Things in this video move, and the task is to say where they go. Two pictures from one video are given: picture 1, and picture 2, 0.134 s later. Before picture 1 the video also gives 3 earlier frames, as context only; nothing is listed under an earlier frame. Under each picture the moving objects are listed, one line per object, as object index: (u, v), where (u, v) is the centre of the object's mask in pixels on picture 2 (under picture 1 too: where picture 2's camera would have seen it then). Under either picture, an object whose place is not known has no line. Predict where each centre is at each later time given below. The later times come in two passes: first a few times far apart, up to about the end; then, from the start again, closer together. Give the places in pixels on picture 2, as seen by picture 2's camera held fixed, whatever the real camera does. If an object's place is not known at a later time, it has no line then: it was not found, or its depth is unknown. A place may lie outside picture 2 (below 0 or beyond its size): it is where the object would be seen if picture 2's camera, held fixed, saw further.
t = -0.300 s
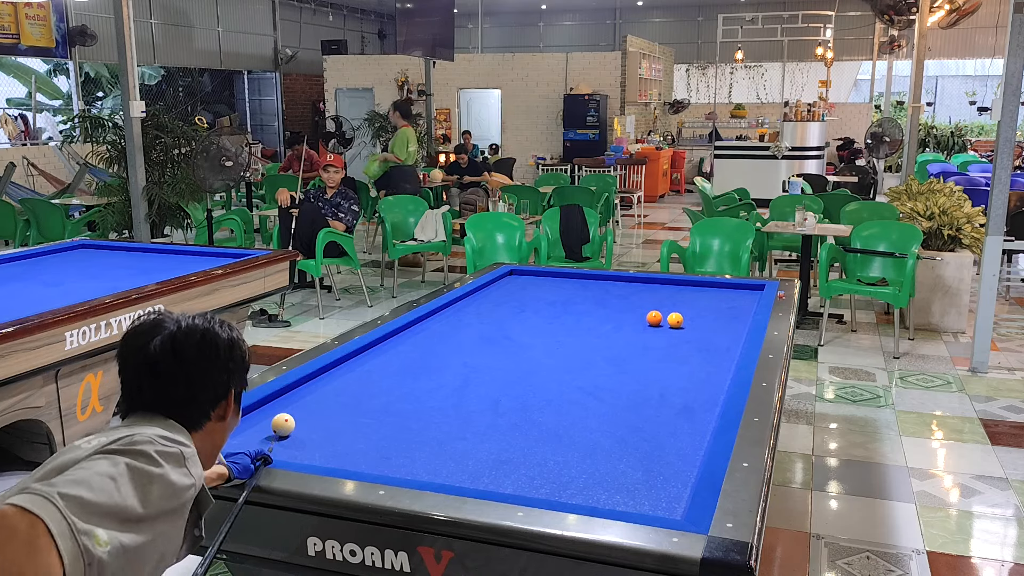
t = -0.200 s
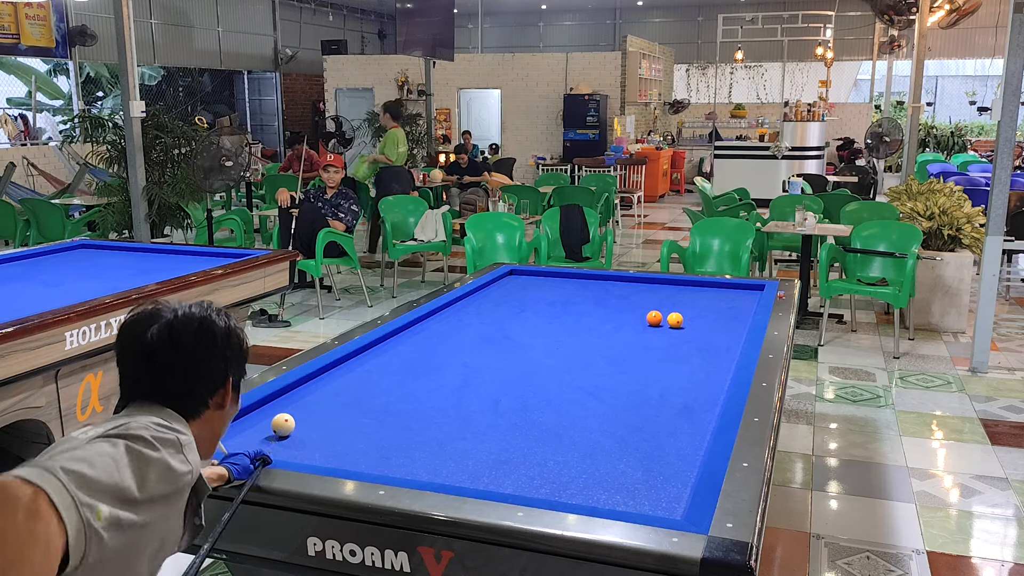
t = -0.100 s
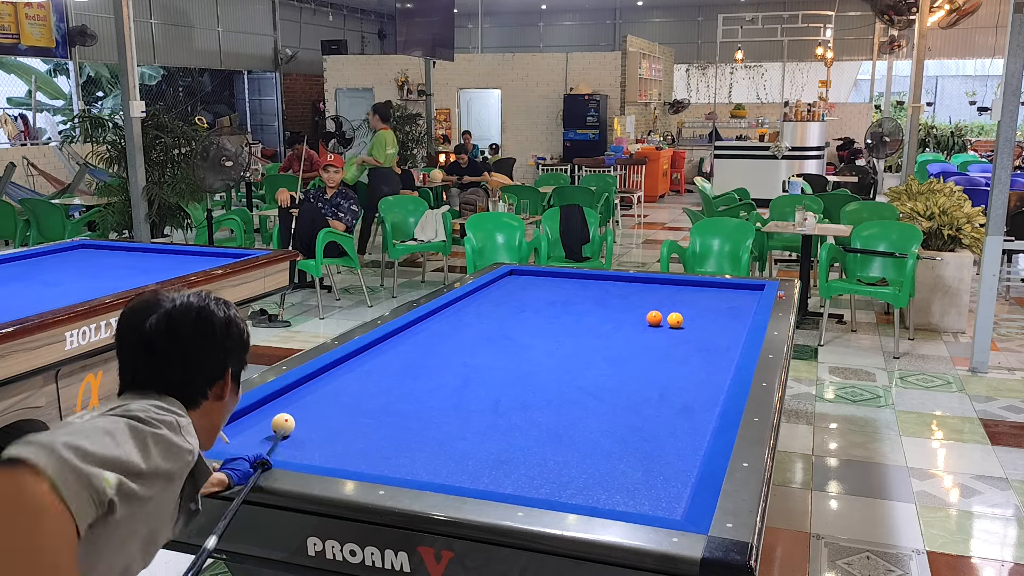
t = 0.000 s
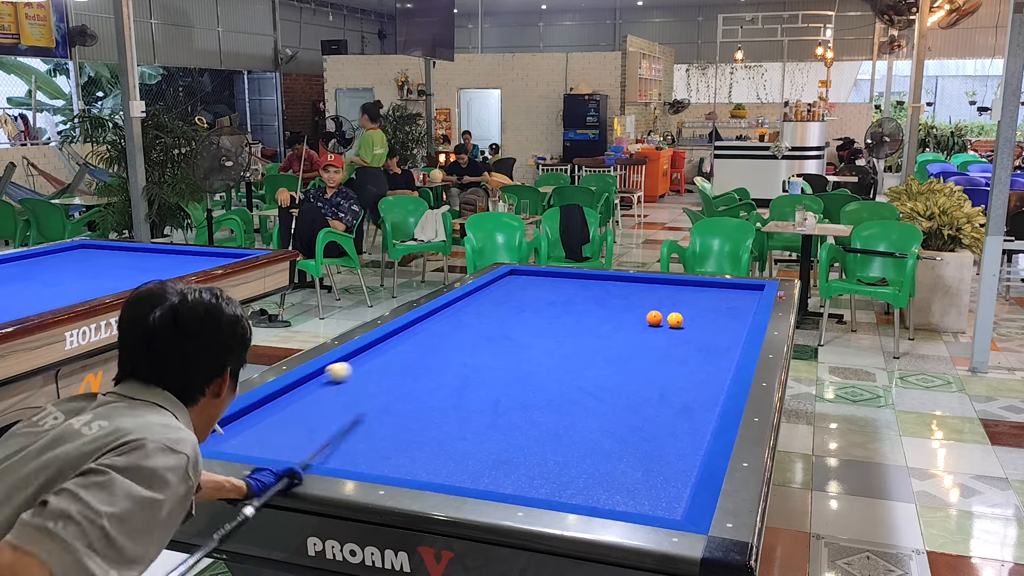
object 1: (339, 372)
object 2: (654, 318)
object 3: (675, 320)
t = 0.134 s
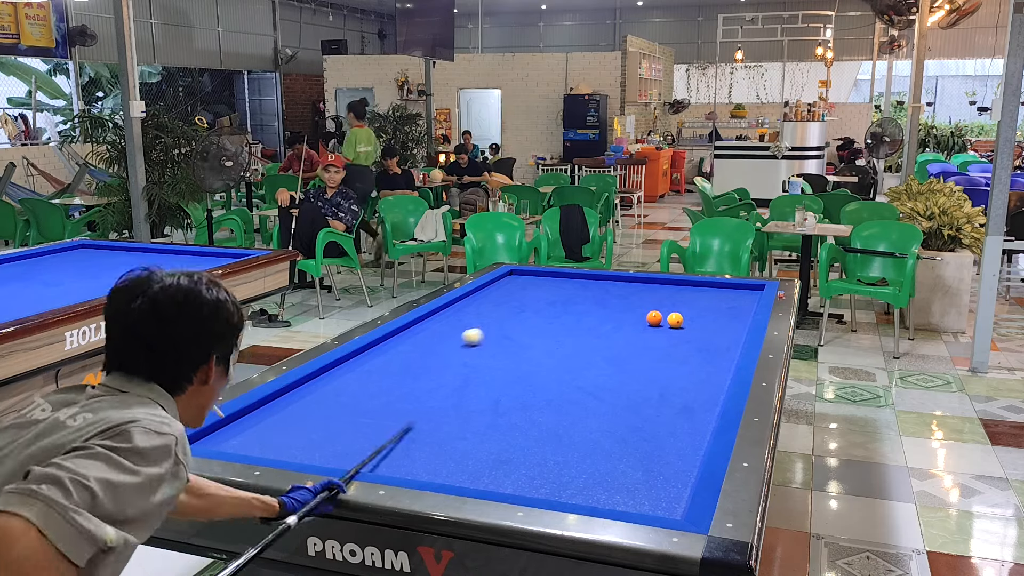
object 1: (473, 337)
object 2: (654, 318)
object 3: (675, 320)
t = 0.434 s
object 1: (659, 289)
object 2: (654, 319)
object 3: (675, 320)
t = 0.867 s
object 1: (666, 314)
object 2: (654, 319)
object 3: (675, 322)
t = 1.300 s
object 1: (583, 300)
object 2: (586, 334)
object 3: (678, 362)
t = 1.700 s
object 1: (521, 290)
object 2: (523, 348)
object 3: (682, 406)
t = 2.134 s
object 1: (517, 281)
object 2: (448, 365)
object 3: (687, 471)
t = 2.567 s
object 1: (562, 275)
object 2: (364, 383)
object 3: (661, 493)
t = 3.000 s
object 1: (599, 280)
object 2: (269, 404)
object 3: (660, 455)
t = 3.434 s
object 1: (637, 287)
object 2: (244, 431)
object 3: (660, 424)
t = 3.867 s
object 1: (677, 294)
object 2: (249, 445)
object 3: (661, 400)
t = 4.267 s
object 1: (716, 301)
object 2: (295, 436)
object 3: (661, 382)
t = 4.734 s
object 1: (744, 308)
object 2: (343, 426)
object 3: (661, 364)
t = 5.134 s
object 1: (719, 312)
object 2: (380, 419)
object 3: (662, 351)
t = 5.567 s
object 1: (692, 315)
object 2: (414, 411)
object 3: (662, 339)
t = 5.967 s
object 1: (668, 318)
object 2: (443, 405)
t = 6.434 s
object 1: (636, 319)
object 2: (471, 400)
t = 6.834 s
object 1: (607, 317)
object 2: (492, 395)
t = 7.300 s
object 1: (577, 315)
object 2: (514, 391)
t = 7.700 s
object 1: (553, 313)
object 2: (529, 388)
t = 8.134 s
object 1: (529, 312)
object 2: (543, 385)
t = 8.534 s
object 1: (510, 311)
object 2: (553, 383)
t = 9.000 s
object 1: (489, 309)
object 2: (563, 381)
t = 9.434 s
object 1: (472, 308)
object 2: (570, 379)
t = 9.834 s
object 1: (459, 307)
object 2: (574, 378)
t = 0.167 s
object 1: (500, 330)
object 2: (654, 319)
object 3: (675, 320)
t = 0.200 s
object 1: (524, 324)
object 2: (654, 319)
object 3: (675, 320)
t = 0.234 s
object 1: (548, 318)
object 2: (654, 319)
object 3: (675, 320)
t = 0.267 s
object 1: (569, 312)
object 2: (654, 319)
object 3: (675, 320)
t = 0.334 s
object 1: (609, 302)
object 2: (654, 319)
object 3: (675, 320)
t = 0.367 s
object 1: (626, 297)
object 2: (654, 318)
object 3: (675, 320)
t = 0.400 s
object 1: (643, 293)
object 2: (654, 319)
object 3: (675, 320)
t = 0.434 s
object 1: (659, 289)
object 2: (654, 319)
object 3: (675, 320)
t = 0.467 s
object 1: (674, 285)
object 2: (654, 319)
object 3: (675, 320)
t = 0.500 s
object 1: (689, 282)
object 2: (654, 319)
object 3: (675, 320)
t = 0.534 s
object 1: (701, 285)
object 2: (654, 318)
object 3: (675, 320)
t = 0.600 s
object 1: (729, 294)
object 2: (654, 319)
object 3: (675, 320)
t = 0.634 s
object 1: (743, 298)
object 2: (654, 318)
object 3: (675, 320)
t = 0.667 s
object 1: (752, 302)
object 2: (654, 319)
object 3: (675, 320)
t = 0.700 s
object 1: (738, 305)
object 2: (654, 319)
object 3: (675, 320)
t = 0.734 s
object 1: (723, 307)
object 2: (654, 319)
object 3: (675, 320)
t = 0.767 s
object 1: (709, 310)
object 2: (654, 319)
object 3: (675, 320)
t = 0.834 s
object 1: (682, 313)
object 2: (654, 319)
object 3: (675, 320)
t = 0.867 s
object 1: (666, 314)
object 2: (654, 319)
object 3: (675, 322)
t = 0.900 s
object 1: (659, 314)
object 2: (648, 320)
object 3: (675, 326)
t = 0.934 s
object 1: (652, 312)
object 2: (642, 321)
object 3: (676, 329)
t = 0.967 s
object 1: (644, 311)
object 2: (636, 323)
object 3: (676, 332)
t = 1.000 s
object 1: (637, 309)
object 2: (630, 324)
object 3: (676, 335)
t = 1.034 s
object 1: (631, 308)
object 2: (625, 325)
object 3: (676, 338)
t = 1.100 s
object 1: (618, 306)
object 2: (615, 327)
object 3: (677, 344)
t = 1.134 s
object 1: (612, 305)
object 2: (611, 328)
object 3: (677, 347)
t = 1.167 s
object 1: (606, 304)
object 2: (606, 329)
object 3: (677, 350)
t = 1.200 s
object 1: (600, 303)
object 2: (601, 330)
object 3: (677, 353)
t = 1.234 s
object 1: (594, 302)
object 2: (596, 332)
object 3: (678, 356)
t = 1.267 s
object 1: (589, 301)
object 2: (591, 333)
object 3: (678, 359)
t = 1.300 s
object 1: (583, 300)
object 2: (586, 334)
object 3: (678, 362)
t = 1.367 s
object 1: (572, 298)
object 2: (576, 336)
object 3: (679, 368)
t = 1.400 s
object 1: (567, 297)
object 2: (571, 337)
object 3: (679, 371)
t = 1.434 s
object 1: (561, 297)
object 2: (565, 338)
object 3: (679, 375)
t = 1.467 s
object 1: (556, 296)
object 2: (560, 339)
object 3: (680, 378)
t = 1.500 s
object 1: (551, 295)
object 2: (555, 341)
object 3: (680, 382)
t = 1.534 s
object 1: (546, 294)
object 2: (550, 342)
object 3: (680, 386)
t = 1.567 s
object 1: (540, 293)
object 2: (545, 343)
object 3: (680, 390)
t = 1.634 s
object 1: (531, 292)
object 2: (534, 346)
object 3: (681, 397)
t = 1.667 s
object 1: (525, 291)
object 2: (528, 347)
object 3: (681, 401)
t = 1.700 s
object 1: (521, 290)
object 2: (523, 348)
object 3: (682, 406)
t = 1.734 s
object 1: (516, 289)
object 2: (518, 349)
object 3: (682, 410)
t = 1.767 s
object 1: (511, 288)
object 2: (512, 350)
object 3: (683, 414)
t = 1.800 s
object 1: (506, 287)
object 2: (506, 352)
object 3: (683, 418)
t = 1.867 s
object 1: (497, 285)
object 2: (495, 354)
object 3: (684, 428)
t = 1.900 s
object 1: (492, 285)
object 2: (489, 355)
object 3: (685, 433)
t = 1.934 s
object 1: (490, 284)
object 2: (483, 357)
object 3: (685, 438)
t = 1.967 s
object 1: (496, 283)
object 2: (478, 358)
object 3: (686, 443)
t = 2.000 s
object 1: (501, 283)
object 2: (472, 359)
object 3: (686, 449)
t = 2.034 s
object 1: (505, 282)
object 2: (466, 360)
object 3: (686, 454)
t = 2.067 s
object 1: (510, 282)
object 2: (460, 362)
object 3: (687, 460)
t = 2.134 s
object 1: (517, 281)
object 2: (448, 365)
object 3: (687, 471)
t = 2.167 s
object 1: (521, 280)
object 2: (442, 366)
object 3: (685, 477)
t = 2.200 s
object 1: (525, 280)
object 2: (435, 367)
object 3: (681, 482)
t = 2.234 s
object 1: (528, 279)
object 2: (429, 369)
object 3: (678, 487)
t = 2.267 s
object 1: (532, 279)
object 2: (423, 370)
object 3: (674, 493)
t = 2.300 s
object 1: (535, 278)
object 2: (417, 371)
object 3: (670, 499)
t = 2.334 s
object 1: (539, 278)
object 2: (410, 373)
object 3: (666, 504)
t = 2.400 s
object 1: (545, 277)
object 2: (397, 376)
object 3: (660, 508)
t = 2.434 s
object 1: (549, 277)
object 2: (390, 377)
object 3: (660, 505)
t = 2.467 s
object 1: (553, 276)
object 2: (384, 379)
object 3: (660, 503)
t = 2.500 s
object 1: (556, 276)
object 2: (377, 380)
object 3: (661, 500)
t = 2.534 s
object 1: (559, 275)
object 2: (370, 382)
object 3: (661, 496)
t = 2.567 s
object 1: (562, 275)
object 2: (364, 383)
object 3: (661, 493)
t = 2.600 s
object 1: (566, 274)
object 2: (357, 385)
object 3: (661, 490)
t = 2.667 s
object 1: (571, 275)
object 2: (343, 388)
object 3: (661, 483)
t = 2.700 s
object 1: (574, 276)
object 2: (336, 389)
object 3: (661, 480)
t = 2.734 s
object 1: (577, 276)
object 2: (328, 391)
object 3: (661, 477)
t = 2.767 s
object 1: (579, 277)
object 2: (321, 392)
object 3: (661, 474)
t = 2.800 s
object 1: (582, 277)
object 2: (314, 394)
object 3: (661, 471)
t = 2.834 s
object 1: (585, 278)
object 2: (307, 396)
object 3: (661, 468)
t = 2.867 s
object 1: (588, 278)
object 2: (299, 397)
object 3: (661, 465)
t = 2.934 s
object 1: (593, 279)
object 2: (284, 400)
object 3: (661, 460)
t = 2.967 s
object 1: (596, 280)
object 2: (276, 402)
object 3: (661, 457)
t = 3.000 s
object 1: (599, 280)
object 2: (269, 404)
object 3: (660, 455)
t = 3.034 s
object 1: (602, 281)
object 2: (261, 405)
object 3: (660, 452)
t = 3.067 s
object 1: (605, 281)
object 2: (260, 408)
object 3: (660, 449)
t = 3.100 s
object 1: (608, 282)
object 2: (259, 410)
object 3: (660, 447)
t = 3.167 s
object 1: (614, 283)
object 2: (256, 413)
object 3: (660, 442)
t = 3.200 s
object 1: (617, 284)
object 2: (255, 415)
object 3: (660, 440)
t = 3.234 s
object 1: (620, 284)
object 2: (253, 418)
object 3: (660, 437)
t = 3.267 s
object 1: (623, 285)
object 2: (252, 420)
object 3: (660, 435)
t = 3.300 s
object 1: (626, 285)
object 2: (250, 422)
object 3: (660, 433)
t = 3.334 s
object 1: (628, 286)
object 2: (249, 424)
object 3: (660, 431)
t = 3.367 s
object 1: (632, 286)
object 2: (247, 426)
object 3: (660, 429)
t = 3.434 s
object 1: (637, 287)
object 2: (244, 431)
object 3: (660, 424)
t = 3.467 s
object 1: (640, 288)
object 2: (242, 433)
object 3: (660, 422)
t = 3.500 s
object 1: (644, 288)
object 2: (240, 435)
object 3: (660, 420)
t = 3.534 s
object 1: (647, 289)
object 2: (239, 437)
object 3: (661, 418)
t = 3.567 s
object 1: (650, 290)
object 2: (237, 439)
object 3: (660, 416)
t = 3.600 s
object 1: (653, 290)
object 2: (235, 441)
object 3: (660, 415)
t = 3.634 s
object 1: (656, 291)
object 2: (234, 443)
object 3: (660, 412)
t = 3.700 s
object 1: (662, 292)
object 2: (231, 445)
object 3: (661, 409)
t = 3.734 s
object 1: (665, 292)
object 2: (232, 445)
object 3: (661, 407)
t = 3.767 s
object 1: (668, 293)
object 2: (237, 445)
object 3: (661, 405)
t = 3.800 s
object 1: (671, 293)
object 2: (241, 445)
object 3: (661, 404)
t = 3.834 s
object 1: (674, 294)
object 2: (245, 445)
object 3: (661, 402)
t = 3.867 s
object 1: (677, 294)
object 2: (249, 445)
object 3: (661, 400)
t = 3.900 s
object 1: (681, 295)
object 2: (253, 444)
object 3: (661, 398)
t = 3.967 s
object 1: (687, 296)
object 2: (261, 444)
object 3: (661, 395)
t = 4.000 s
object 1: (690, 297)
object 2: (265, 443)
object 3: (661, 394)
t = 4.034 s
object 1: (693, 297)
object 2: (269, 442)
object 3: (661, 392)
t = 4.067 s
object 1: (697, 298)
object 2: (273, 442)
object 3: (661, 391)
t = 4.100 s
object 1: (700, 298)
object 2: (277, 440)
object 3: (661, 389)
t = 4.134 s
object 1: (703, 299)
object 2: (281, 439)
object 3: (661, 388)
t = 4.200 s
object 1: (710, 300)
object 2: (288, 438)
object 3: (661, 384)
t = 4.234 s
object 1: (713, 301)
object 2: (292, 437)
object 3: (661, 383)
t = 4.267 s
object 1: (716, 301)
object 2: (295, 436)
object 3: (661, 382)
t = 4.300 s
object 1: (719, 302)
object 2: (299, 435)
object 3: (661, 380)
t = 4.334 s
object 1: (723, 303)
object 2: (303, 435)
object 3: (661, 379)
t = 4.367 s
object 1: (726, 303)
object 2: (306, 434)
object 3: (661, 377)
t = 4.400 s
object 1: (729, 304)
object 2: (310, 433)
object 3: (661, 376)
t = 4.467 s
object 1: (736, 305)
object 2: (317, 432)
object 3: (661, 374)
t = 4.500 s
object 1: (739, 305)
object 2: (320, 431)
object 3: (661, 372)
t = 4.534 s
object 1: (743, 306)
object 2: (323, 431)
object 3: (661, 371)
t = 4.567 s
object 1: (746, 306)
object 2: (327, 429)
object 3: (661, 370)
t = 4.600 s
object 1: (749, 307)
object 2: (330, 429)
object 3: (661, 368)
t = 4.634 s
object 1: (750, 307)
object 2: (334, 428)
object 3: (661, 367)
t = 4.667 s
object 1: (748, 308)
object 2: (337, 428)
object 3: (661, 366)
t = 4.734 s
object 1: (744, 308)
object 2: (343, 426)
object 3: (661, 364)
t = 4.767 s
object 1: (742, 308)
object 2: (346, 425)
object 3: (661, 363)
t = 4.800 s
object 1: (740, 309)
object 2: (350, 425)
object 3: (661, 361)
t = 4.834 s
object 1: (737, 309)
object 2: (353, 424)
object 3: (661, 360)
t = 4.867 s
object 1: (736, 309)
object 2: (356, 424)
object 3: (661, 359)
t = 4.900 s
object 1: (733, 310)
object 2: (359, 423)
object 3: (661, 358)
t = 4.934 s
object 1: (731, 310)
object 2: (362, 423)
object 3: (661, 357)
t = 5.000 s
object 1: (727, 311)
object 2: (368, 421)
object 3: (662, 355)
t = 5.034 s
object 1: (725, 311)
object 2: (371, 420)
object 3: (661, 354)
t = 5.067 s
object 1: (723, 311)
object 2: (374, 420)
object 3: (662, 352)
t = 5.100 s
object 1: (721, 312)
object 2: (377, 419)
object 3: (662, 352)
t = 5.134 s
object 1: (719, 312)
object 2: (380, 419)
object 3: (662, 351)
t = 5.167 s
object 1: (717, 312)
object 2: (382, 418)
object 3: (662, 350)
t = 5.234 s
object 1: (712, 313)
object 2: (388, 417)
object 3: (662, 348)
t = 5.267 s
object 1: (710, 313)
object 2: (391, 417)
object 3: (661, 347)
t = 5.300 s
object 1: (708, 313)
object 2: (394, 416)
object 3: (662, 346)
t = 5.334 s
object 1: (706, 313)
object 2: (396, 415)
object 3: (662, 345)
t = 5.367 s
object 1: (704, 314)
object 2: (399, 415)
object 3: (662, 344)
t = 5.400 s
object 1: (702, 314)
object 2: (402, 414)
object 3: (662, 343)
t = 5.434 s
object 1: (700, 314)
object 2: (404, 413)
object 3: (662, 342)
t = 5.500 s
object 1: (696, 315)
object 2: (409, 412)
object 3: (662, 340)
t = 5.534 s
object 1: (694, 315)
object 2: (412, 412)
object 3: (662, 339)
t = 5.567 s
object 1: (692, 315)
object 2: (414, 411)
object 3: (662, 339)
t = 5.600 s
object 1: (690, 316)
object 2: (417, 411)
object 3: (662, 338)
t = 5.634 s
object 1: (688, 316)
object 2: (419, 410)
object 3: (662, 337)
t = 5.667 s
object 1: (686, 316)
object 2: (422, 410)
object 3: (662, 336)
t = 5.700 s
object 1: (684, 317)
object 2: (424, 409)
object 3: (662, 335)
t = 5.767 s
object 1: (680, 317)
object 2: (429, 408)
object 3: (662, 333)
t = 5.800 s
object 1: (678, 317)
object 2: (431, 408)
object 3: (662, 333)
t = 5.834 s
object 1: (676, 318)
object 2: (434, 407)
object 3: (662, 332)
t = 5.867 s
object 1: (674, 318)
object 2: (436, 407)
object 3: (662, 331)
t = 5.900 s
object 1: (672, 318)
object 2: (438, 406)
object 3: (662, 330)
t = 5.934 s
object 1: (670, 318)
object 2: (440, 406)
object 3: (662, 329)
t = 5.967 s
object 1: (668, 318)
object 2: (443, 405)
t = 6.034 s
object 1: (664, 317)
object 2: (447, 404)
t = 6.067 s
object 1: (661, 316)
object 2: (449, 404)
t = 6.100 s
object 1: (659, 316)
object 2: (451, 403)
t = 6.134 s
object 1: (656, 317)
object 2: (453, 403)
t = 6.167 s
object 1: (653, 318)
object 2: (455, 403)
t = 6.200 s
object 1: (651, 319)
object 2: (458, 402)
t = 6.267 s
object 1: (648, 319)
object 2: (462, 401)
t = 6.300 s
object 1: (646, 319)
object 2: (463, 401)
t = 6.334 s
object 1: (643, 319)
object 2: (465, 401)
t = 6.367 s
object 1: (640, 319)
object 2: (467, 400)
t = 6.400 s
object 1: (638, 319)
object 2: (469, 400)
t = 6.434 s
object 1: (636, 319)
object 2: (471, 400)
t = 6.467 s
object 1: (633, 319)
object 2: (473, 399)
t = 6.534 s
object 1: (628, 318)
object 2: (477, 398)
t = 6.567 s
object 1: (626, 318)
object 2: (479, 398)
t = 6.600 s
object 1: (624, 318)
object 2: (481, 398)
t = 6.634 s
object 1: (621, 318)
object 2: (482, 397)
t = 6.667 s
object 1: (619, 318)
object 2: (484, 397)
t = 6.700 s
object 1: (616, 318)
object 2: (486, 397)
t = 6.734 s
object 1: (614, 317)
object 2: (487, 396)
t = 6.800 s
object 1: (609, 317)
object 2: (491, 396)
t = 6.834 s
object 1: (607, 317)
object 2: (492, 395)
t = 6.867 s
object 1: (605, 317)
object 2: (494, 395)
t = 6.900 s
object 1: (602, 317)
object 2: (496, 395)
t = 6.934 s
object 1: (600, 316)
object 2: (497, 394)
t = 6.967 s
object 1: (598, 316)
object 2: (499, 394)
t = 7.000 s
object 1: (596, 316)
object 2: (501, 394)
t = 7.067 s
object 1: (591, 316)
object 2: (504, 393)
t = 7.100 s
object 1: (589, 316)
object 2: (505, 393)
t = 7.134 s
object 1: (587, 316)
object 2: (507, 392)
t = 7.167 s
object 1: (585, 316)
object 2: (508, 392)
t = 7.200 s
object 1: (583, 316)
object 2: (510, 392)
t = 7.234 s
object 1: (580, 315)
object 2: (511, 391)
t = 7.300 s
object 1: (577, 315)
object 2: (514, 391)
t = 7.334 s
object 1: (574, 315)
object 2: (515, 391)
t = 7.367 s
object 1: (572, 315)
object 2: (517, 390)
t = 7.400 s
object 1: (571, 314)
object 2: (518, 390)
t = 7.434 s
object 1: (568, 314)
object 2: (519, 390)
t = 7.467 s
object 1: (566, 314)
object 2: (520, 390)
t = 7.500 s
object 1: (564, 314)
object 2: (522, 389)
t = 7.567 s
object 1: (560, 314)
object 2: (524, 389)
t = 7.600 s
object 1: (558, 314)
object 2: (525, 389)
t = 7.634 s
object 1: (556, 314)
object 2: (526, 389)
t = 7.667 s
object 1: (555, 313)
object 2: (528, 388)
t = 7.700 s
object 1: (553, 313)
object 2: (529, 388)
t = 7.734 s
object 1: (551, 314)
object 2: (530, 388)
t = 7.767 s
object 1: (549, 313)
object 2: (531, 388)
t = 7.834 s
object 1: (545, 313)
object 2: (533, 387)
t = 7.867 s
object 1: (543, 313)
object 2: (534, 387)
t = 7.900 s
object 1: (542, 313)
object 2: (536, 387)
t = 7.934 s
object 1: (540, 313)
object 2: (537, 387)
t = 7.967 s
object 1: (538, 312)
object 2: (538, 387)
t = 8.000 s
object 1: (536, 313)
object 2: (539, 386)
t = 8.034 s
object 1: (534, 313)
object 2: (540, 386)
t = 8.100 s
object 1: (531, 312)
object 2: (542, 385)
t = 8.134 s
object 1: (529, 312)
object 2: (543, 385)
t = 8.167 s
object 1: (528, 312)
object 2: (544, 385)
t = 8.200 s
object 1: (526, 312)
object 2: (545, 385)
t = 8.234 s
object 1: (524, 312)
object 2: (546, 385)
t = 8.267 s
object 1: (523, 311)
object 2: (547, 385)
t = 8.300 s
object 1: (521, 312)
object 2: (548, 384)
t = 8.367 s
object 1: (518, 311)
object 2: (549, 384)
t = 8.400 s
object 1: (516, 311)
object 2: (550, 384)
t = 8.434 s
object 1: (515, 311)
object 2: (551, 384)
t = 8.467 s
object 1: (513, 311)
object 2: (552, 384)
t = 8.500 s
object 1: (512, 311)
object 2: (553, 383)
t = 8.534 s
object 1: (510, 311)
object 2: (553, 383)
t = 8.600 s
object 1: (507, 310)
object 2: (555, 383)
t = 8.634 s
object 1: (506, 310)
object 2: (556, 383)
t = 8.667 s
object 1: (504, 310)
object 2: (556, 382)
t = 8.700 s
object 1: (502, 310)
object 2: (557, 382)
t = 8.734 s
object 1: (501, 310)
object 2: (558, 382)
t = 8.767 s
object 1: (500, 310)
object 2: (559, 382)
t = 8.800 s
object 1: (498, 310)
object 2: (559, 382)
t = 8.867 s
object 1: (495, 310)
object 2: (561, 381)
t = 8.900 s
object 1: (494, 310)
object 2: (561, 381)
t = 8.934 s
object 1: (492, 309)
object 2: (562, 381)
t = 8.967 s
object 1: (491, 309)
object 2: (563, 381)
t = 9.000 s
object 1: (489, 309)
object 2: (563, 381)
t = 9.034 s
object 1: (488, 309)
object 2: (564, 381)
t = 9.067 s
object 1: (487, 309)
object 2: (564, 381)
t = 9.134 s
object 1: (484, 309)
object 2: (565, 380)
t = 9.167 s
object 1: (483, 309)
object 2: (566, 380)
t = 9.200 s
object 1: (481, 309)
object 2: (566, 380)
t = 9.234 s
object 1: (480, 309)
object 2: (567, 380)
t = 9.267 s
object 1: (479, 309)
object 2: (567, 380)
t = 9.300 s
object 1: (478, 308)
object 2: (568, 380)
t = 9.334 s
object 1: (476, 308)
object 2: (568, 380)
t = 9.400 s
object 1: (474, 308)
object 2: (569, 379)
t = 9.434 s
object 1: (472, 308)
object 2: (570, 379)
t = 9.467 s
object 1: (471, 308)
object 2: (570, 379)
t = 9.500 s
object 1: (470, 308)
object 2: (571, 379)
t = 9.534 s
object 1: (469, 308)
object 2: (571, 379)
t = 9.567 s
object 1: (468, 308)
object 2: (572, 379)
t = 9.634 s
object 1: (465, 308)
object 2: (572, 378)
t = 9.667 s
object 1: (464, 308)
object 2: (573, 378)
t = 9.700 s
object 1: (463, 307)
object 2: (573, 378)
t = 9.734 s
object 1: (462, 307)
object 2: (573, 378)
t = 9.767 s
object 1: (461, 307)
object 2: (574, 378)
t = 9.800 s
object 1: (460, 307)
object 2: (574, 378)
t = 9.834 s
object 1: (459, 307)
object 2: (574, 378)
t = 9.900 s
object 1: (457, 307)
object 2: (575, 378)
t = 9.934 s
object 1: (455, 307)
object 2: (575, 378)
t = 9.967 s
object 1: (454, 307)
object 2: (576, 378)
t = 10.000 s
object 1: (453, 307)
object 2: (576, 378)
